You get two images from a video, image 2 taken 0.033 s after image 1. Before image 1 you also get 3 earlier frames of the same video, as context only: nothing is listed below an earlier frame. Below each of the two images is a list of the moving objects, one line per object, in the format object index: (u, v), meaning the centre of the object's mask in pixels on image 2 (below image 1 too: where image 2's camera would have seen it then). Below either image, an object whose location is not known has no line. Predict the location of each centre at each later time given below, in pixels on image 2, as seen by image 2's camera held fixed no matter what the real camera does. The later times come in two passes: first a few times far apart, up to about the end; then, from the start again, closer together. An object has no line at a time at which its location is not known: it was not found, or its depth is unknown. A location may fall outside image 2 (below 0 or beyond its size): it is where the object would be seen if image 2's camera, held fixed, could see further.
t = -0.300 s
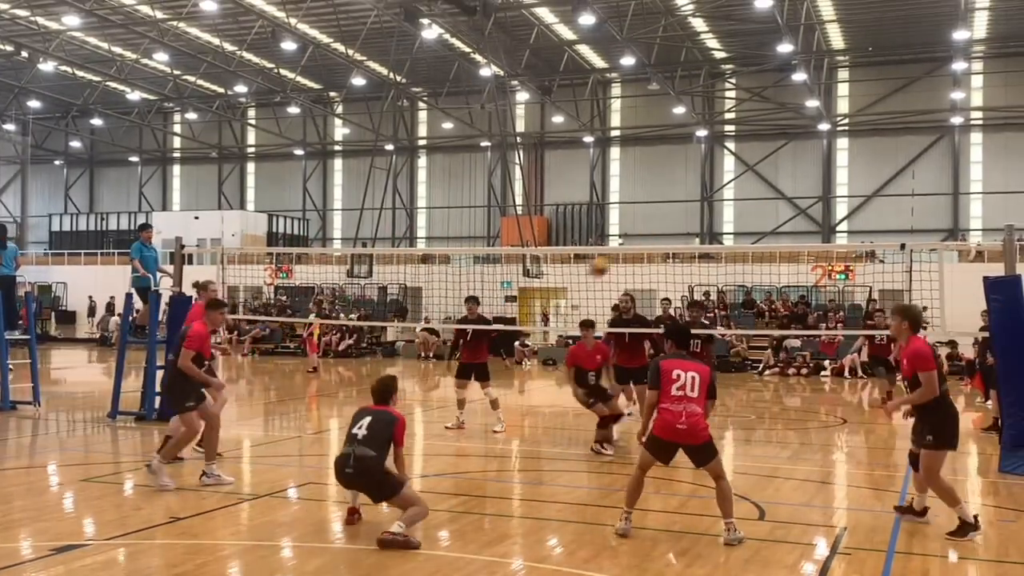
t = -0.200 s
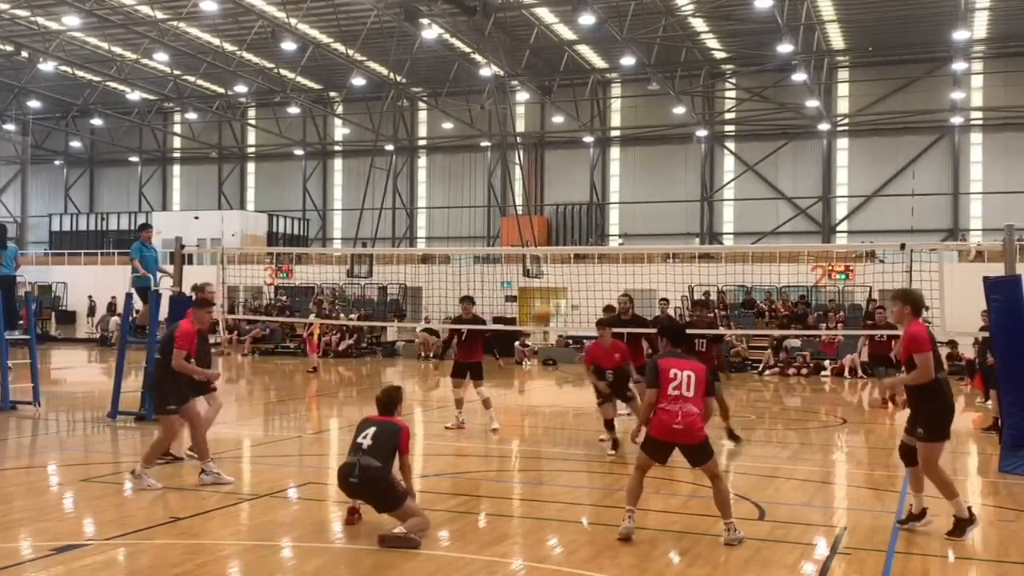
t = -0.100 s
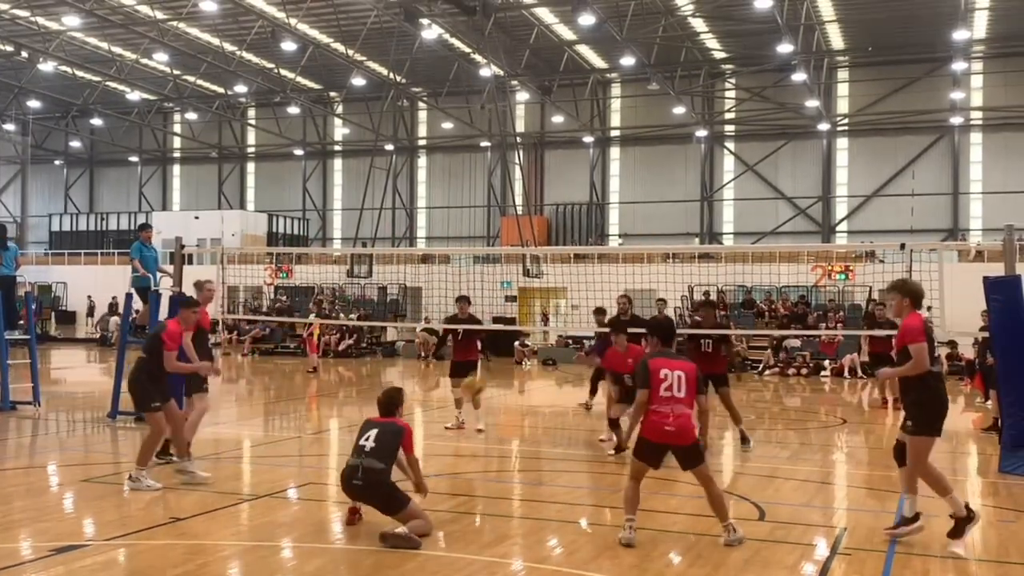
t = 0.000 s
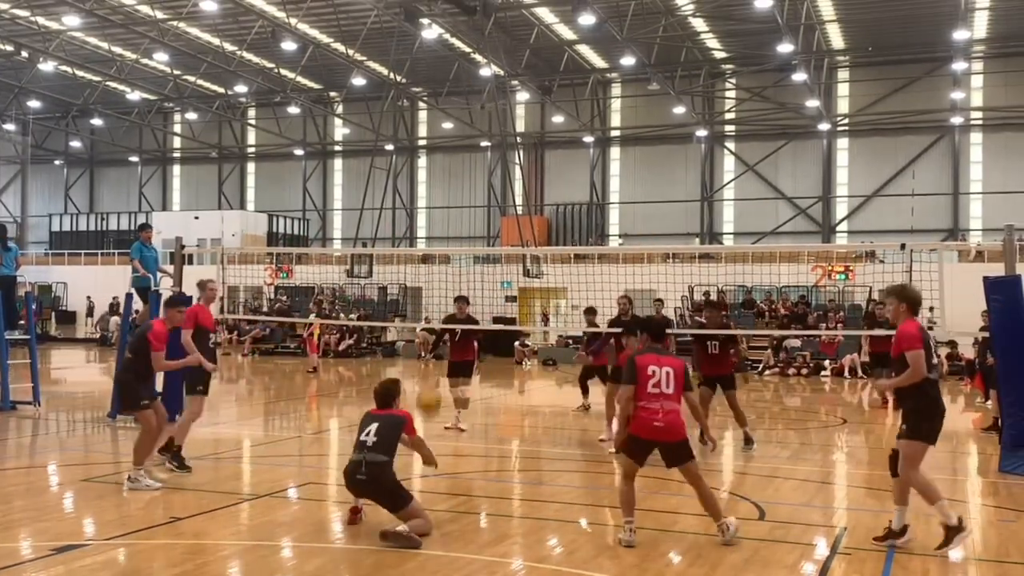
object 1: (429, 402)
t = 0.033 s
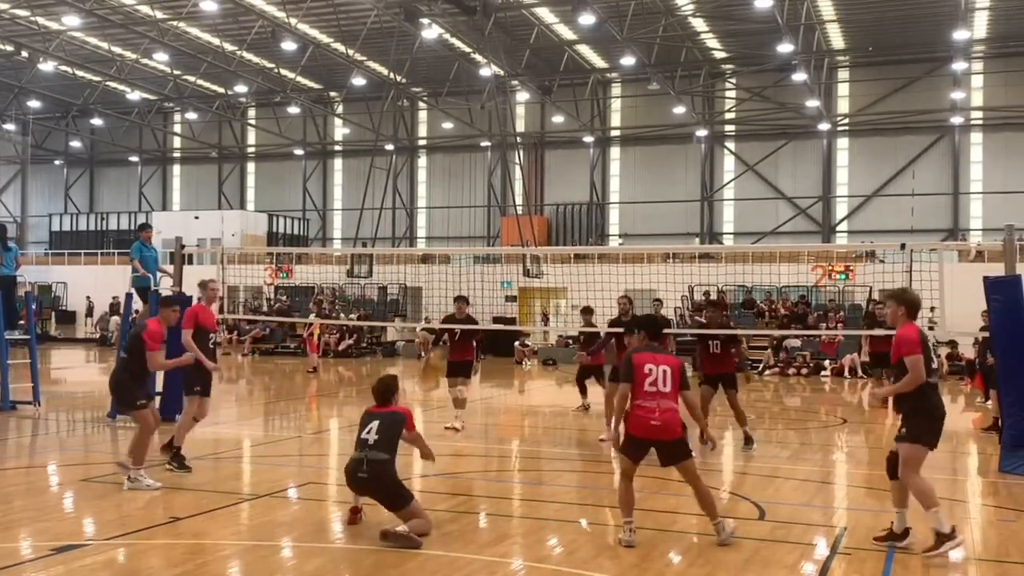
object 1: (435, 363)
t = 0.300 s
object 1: (462, 150)
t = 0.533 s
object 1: (481, 46)
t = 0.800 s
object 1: (496, 7)
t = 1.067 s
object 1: (507, 32)
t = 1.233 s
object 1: (513, 78)
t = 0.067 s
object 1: (439, 331)
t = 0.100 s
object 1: (442, 302)
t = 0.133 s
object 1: (445, 271)
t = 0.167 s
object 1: (450, 242)
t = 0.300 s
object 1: (462, 150)
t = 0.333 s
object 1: (466, 130)
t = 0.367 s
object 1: (469, 113)
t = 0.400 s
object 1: (471, 96)
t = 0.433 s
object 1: (473, 83)
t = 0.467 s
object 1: (475, 72)
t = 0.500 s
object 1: (478, 55)
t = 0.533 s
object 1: (481, 46)
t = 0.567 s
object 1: (482, 38)
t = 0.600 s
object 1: (485, 29)
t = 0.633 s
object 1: (487, 23)
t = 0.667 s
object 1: (488, 17)
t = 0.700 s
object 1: (490, 12)
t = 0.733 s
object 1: (492, 9)
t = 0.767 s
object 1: (494, 8)
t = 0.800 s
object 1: (496, 7)
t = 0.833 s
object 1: (497, 8)
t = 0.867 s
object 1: (499, 7)
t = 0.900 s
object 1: (500, 8)
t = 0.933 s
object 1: (502, 10)
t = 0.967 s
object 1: (503, 15)
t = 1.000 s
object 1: (504, 20)
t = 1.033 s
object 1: (506, 25)
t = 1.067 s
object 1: (507, 32)
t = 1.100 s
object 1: (509, 39)
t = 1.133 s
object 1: (509, 48)
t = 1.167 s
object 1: (511, 57)
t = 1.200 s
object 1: (512, 67)
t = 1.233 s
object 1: (513, 78)
